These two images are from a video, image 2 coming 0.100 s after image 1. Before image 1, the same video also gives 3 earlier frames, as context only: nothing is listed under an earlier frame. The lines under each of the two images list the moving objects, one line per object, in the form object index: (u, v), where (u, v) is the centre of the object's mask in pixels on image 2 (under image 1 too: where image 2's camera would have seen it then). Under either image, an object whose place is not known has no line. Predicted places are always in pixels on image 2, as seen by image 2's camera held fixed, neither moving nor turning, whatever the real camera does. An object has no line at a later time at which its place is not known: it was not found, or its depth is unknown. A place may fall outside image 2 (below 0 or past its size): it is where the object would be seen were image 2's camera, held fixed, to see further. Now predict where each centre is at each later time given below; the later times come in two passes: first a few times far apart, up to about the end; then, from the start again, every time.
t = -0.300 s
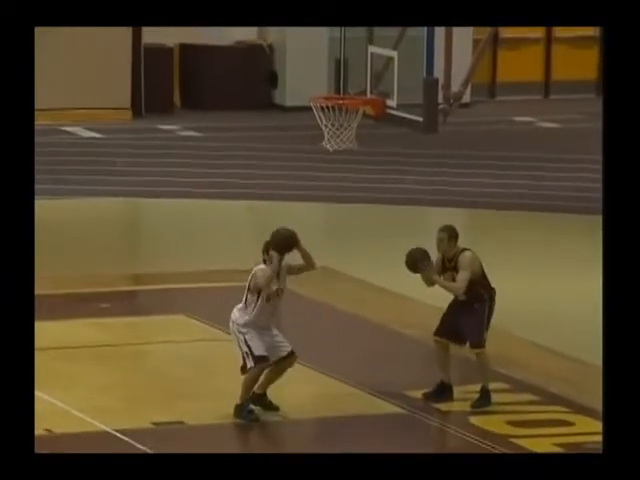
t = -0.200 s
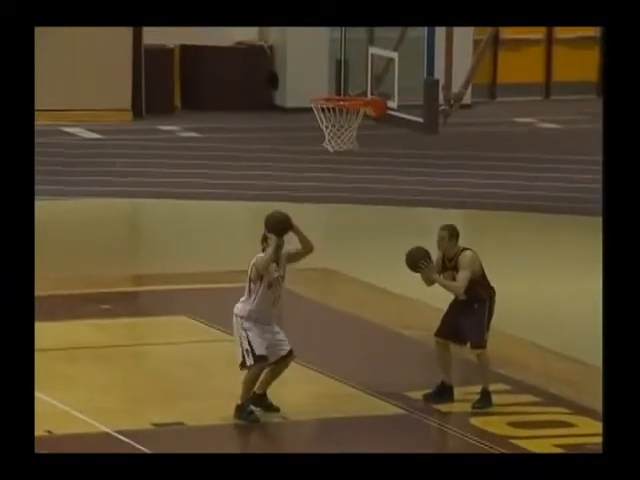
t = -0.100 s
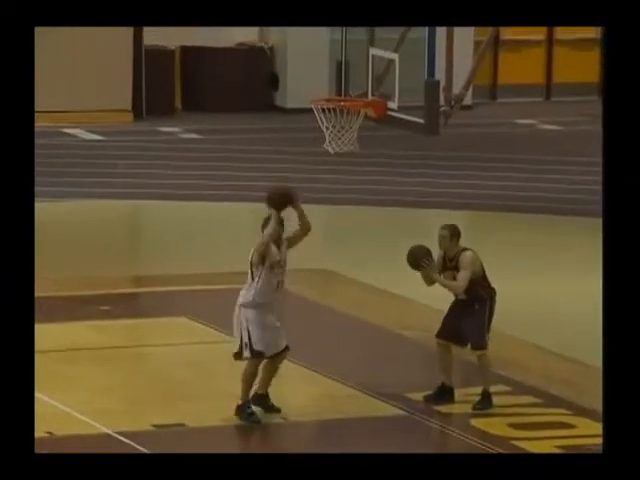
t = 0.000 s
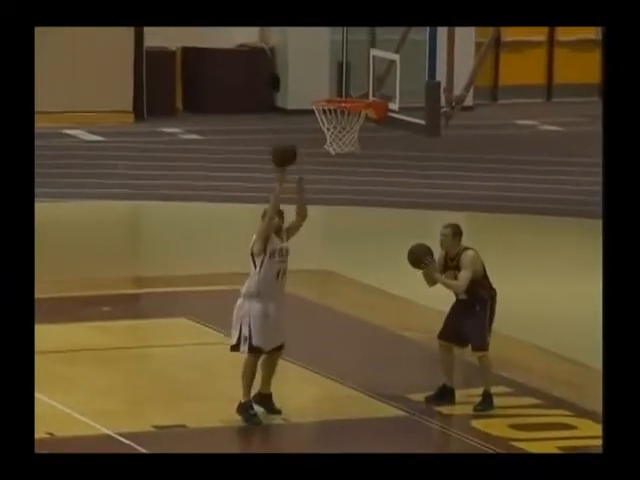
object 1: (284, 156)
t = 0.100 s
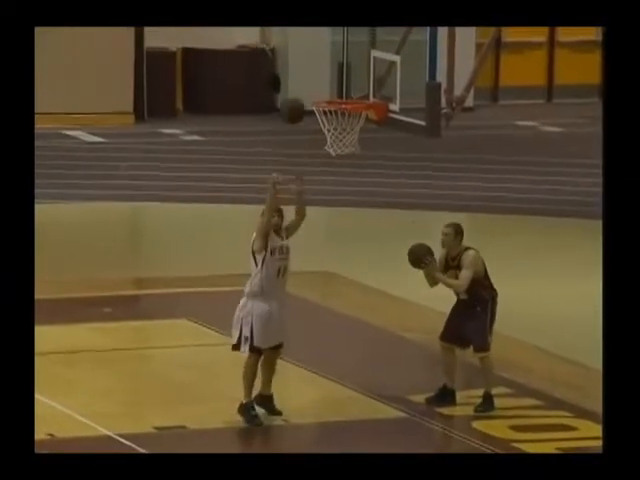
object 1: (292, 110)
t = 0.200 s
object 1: (299, 77)
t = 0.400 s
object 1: (312, 43)
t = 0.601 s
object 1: (326, 54)
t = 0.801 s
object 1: (338, 120)
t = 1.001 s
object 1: (346, 180)
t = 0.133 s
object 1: (293, 98)
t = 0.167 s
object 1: (296, 87)
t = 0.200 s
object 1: (299, 77)
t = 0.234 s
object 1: (301, 68)
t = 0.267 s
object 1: (303, 60)
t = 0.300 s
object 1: (306, 54)
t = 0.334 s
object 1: (308, 49)
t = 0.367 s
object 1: (310, 45)
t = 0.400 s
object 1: (312, 43)
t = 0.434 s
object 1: (315, 42)
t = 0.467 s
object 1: (317, 42)
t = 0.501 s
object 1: (319, 43)
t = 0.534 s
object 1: (322, 46)
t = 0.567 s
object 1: (323, 49)
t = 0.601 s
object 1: (326, 54)
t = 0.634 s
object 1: (328, 61)
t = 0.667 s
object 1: (329, 69)
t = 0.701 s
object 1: (331, 78)
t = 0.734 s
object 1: (333, 88)
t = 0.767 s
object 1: (336, 96)
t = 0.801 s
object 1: (338, 120)
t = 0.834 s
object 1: (341, 133)
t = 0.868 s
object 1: (339, 143)
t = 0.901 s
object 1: (342, 152)
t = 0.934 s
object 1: (344, 160)
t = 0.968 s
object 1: (345, 168)
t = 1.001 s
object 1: (346, 180)
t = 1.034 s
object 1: (347, 192)
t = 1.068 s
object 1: (348, 207)
